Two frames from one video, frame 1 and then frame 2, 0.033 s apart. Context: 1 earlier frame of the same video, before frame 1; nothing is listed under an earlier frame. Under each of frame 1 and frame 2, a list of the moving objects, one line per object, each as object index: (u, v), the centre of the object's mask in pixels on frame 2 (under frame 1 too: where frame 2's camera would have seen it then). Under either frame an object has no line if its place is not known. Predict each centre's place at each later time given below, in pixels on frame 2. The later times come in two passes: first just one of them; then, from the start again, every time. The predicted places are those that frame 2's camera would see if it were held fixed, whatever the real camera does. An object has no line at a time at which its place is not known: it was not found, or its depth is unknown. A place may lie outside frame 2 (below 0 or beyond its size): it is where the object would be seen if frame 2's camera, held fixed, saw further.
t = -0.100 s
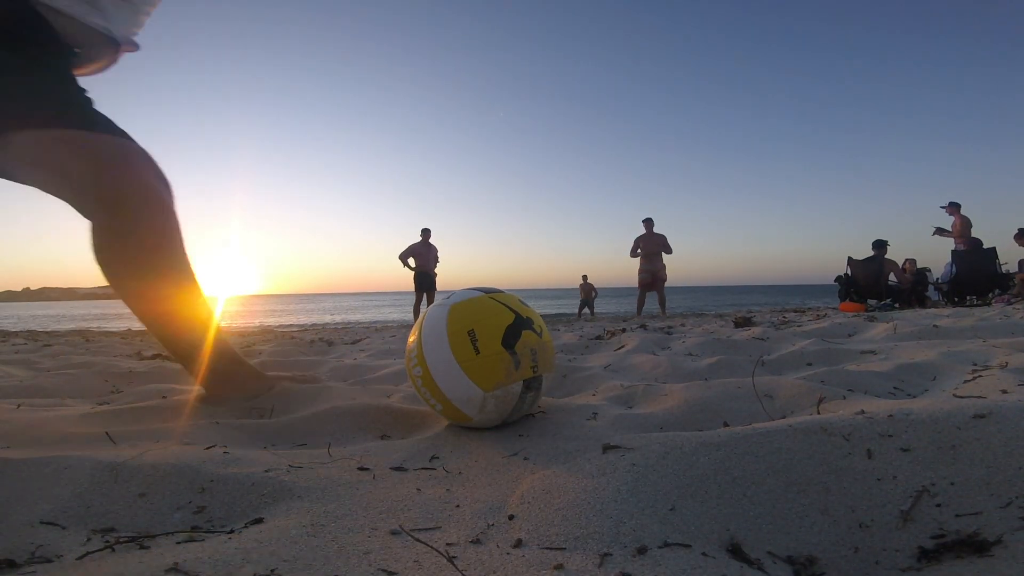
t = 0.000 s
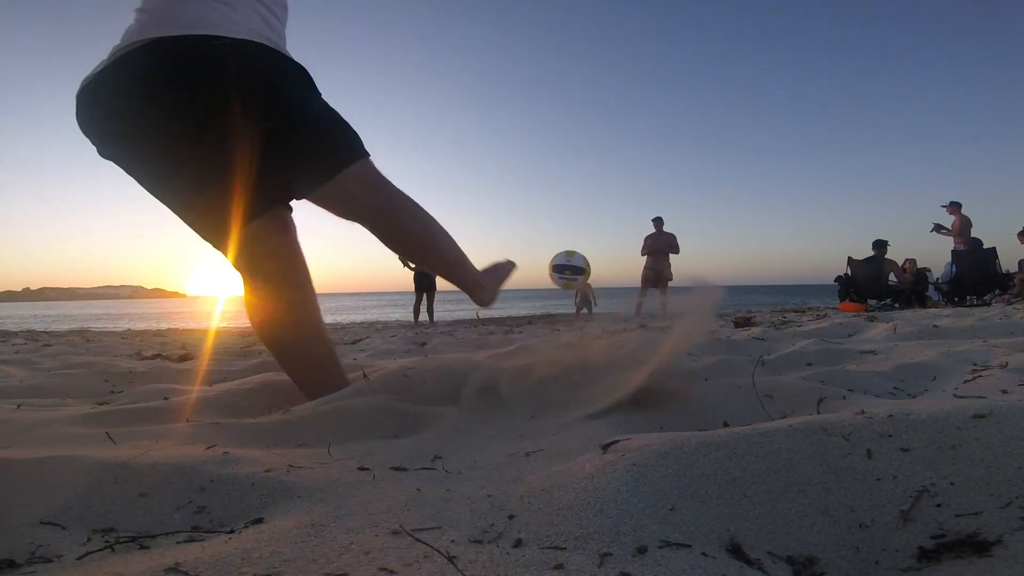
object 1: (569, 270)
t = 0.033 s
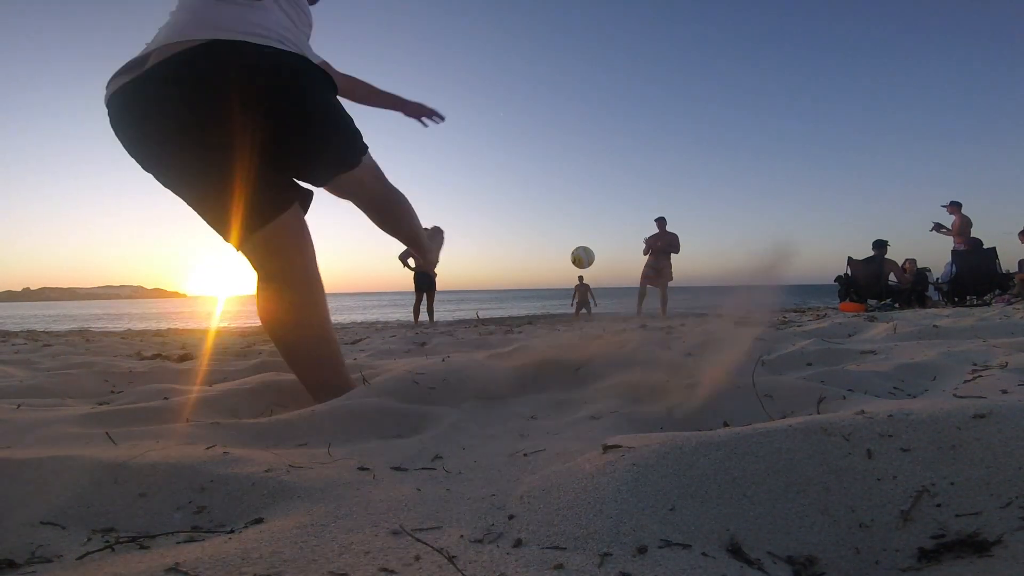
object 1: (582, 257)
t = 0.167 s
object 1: (591, 258)
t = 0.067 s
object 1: (587, 254)
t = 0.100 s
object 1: (589, 255)
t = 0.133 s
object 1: (590, 256)
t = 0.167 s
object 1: (591, 258)
